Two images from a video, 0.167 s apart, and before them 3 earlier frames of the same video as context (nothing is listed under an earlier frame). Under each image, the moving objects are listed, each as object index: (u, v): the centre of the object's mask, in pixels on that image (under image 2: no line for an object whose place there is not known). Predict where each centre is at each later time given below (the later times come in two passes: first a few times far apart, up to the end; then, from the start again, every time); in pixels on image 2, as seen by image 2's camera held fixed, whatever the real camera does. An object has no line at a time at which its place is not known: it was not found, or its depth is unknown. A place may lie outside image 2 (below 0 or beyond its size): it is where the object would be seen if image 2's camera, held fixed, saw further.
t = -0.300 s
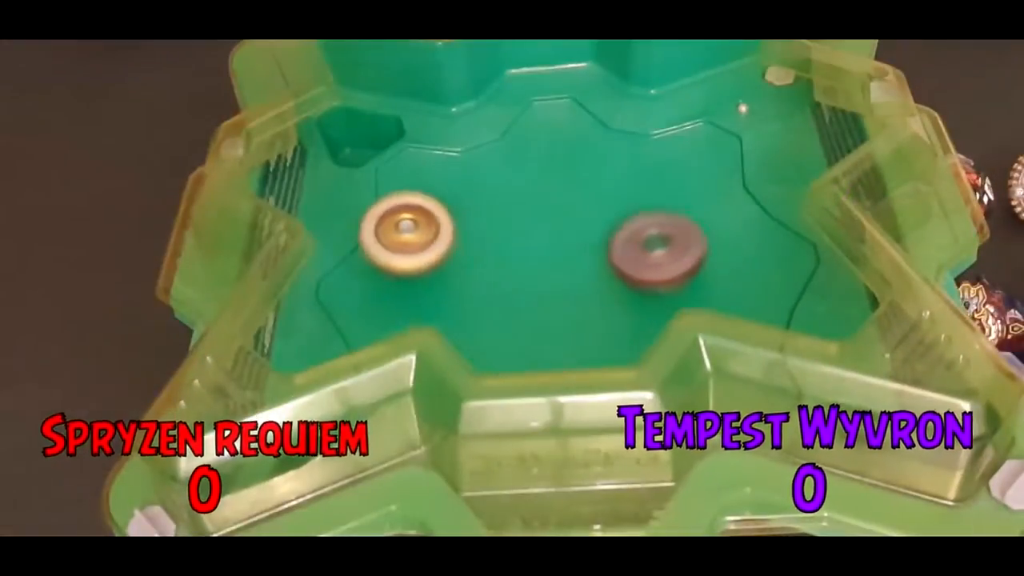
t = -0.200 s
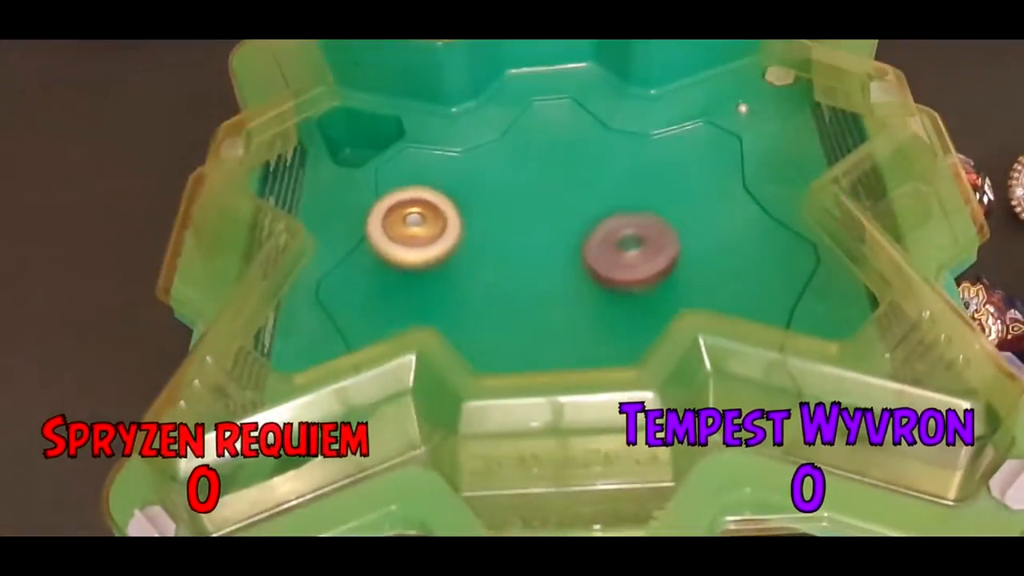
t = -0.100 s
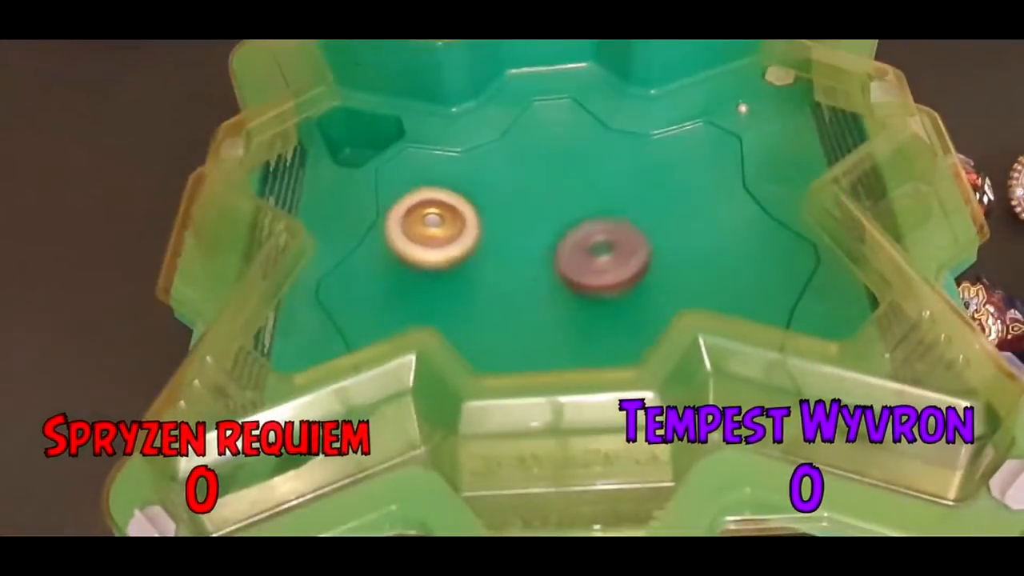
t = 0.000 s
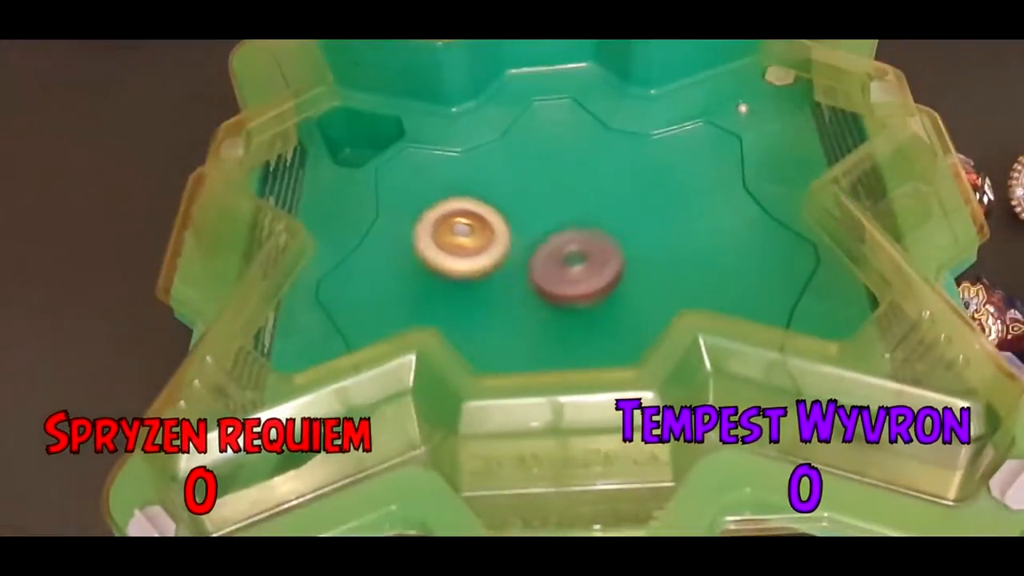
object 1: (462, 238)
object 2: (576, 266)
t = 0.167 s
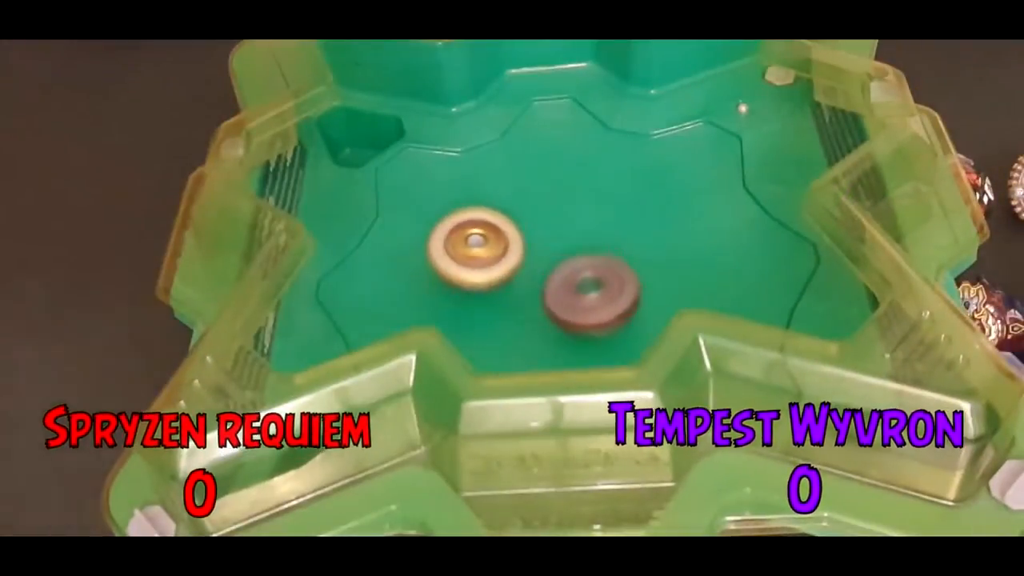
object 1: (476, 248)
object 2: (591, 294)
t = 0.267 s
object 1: (495, 255)
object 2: (590, 297)
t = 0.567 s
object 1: (528, 269)
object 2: (611, 321)
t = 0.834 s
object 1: (536, 269)
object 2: (619, 322)
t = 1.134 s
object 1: (527, 246)
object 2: (609, 307)
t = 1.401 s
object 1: (535, 228)
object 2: (576, 303)
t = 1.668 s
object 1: (556, 224)
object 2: (536, 304)
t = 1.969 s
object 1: (591, 259)
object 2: (500, 306)
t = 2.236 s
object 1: (594, 293)
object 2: (481, 299)
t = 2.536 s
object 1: (586, 310)
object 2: (490, 272)
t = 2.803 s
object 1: (578, 297)
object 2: (508, 243)
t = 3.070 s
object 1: (585, 289)
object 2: (529, 221)
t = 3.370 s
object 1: (588, 292)
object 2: (556, 213)
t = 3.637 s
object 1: (564, 301)
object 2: (583, 219)
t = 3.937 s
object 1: (528, 296)
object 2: (606, 243)
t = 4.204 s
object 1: (508, 279)
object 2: (618, 267)
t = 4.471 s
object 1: (514, 262)
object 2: (615, 301)
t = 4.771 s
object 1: (540, 252)
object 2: (583, 324)
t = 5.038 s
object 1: (570, 245)
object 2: (560, 328)
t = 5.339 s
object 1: (602, 249)
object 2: (534, 313)
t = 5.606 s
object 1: (613, 258)
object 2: (516, 293)
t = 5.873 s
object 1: (616, 266)
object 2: (509, 273)
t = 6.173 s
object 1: (612, 279)
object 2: (517, 250)
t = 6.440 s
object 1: (596, 292)
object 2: (530, 237)
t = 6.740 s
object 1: (573, 306)
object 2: (541, 236)
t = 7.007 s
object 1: (560, 319)
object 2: (549, 242)
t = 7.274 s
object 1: (552, 330)
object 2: (559, 253)
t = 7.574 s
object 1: (543, 334)
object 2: (563, 259)
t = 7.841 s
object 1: (540, 336)
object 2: (570, 239)
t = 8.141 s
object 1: (561, 316)
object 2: (584, 222)
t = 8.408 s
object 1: (573, 299)
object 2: (579, 222)
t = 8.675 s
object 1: (578, 305)
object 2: (564, 230)
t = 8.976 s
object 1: (584, 313)
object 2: (546, 244)
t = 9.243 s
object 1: (593, 315)
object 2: (527, 258)
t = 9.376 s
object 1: (595, 315)
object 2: (520, 262)
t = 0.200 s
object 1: (481, 250)
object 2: (592, 295)
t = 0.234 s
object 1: (487, 252)
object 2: (592, 296)
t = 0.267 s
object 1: (495, 255)
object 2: (590, 297)
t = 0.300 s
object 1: (501, 259)
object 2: (589, 299)
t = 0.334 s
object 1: (502, 259)
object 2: (595, 306)
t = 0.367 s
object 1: (504, 259)
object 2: (599, 310)
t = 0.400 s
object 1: (508, 260)
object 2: (602, 312)
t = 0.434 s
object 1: (513, 262)
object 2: (603, 314)
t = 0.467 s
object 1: (519, 266)
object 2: (603, 314)
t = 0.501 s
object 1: (522, 267)
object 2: (605, 318)
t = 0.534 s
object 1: (525, 268)
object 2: (609, 321)
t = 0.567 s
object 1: (528, 269)
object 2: (611, 321)
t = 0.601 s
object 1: (531, 271)
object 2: (611, 322)
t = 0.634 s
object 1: (531, 271)
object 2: (614, 324)
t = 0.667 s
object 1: (530, 268)
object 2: (618, 326)
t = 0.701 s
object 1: (531, 267)
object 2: (621, 326)
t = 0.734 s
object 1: (531, 267)
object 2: (622, 325)
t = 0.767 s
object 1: (533, 267)
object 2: (623, 325)
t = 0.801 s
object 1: (534, 268)
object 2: (621, 324)
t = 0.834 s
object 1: (536, 269)
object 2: (619, 322)
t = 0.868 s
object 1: (536, 270)
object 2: (618, 322)
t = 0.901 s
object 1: (531, 265)
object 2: (621, 323)
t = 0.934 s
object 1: (527, 261)
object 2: (624, 324)
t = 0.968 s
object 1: (525, 257)
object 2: (625, 323)
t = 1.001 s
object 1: (523, 253)
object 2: (626, 320)
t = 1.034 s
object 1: (523, 250)
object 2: (624, 317)
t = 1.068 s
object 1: (524, 248)
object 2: (621, 314)
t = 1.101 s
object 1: (525, 247)
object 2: (617, 310)
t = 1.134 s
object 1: (527, 246)
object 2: (609, 307)
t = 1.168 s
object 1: (530, 246)
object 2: (602, 304)
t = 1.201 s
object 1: (530, 244)
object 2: (597, 305)
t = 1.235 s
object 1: (528, 239)
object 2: (595, 308)
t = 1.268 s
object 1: (529, 235)
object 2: (593, 309)
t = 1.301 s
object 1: (530, 232)
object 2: (591, 308)
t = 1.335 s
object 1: (531, 230)
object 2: (587, 307)
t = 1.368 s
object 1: (533, 228)
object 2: (582, 305)
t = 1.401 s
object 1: (535, 228)
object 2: (576, 303)
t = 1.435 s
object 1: (537, 228)
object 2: (570, 302)
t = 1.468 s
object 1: (539, 226)
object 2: (565, 303)
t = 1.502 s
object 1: (541, 223)
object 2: (561, 304)
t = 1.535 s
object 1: (544, 222)
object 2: (556, 305)
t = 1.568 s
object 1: (547, 222)
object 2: (552, 305)
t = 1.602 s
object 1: (550, 222)
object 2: (548, 303)
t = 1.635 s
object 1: (553, 223)
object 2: (542, 303)
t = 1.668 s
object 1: (556, 224)
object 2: (536, 304)
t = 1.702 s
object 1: (560, 225)
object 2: (531, 305)
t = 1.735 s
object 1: (565, 227)
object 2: (527, 305)
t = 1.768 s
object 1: (568, 230)
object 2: (524, 305)
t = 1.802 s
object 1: (571, 233)
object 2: (520, 305)
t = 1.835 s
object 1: (574, 237)
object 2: (516, 305)
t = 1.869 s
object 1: (578, 240)
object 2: (513, 305)
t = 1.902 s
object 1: (585, 249)
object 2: (507, 306)
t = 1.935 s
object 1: (585, 249)
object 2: (507, 306)
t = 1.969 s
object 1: (591, 259)
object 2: (500, 306)
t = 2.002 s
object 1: (593, 263)
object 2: (496, 306)
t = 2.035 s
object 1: (594, 264)
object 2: (496, 306)
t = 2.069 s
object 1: (595, 273)
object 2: (492, 305)
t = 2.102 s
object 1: (594, 278)
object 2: (490, 304)
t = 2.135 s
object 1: (592, 283)
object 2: (489, 302)
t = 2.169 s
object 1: (591, 286)
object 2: (487, 301)
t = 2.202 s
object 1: (593, 290)
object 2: (483, 300)
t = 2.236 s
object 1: (594, 293)
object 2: (481, 299)
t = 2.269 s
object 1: (593, 297)
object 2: (481, 298)
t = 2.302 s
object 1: (592, 299)
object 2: (482, 297)
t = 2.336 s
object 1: (590, 302)
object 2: (484, 294)
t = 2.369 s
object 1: (587, 304)
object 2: (486, 291)
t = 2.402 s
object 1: (585, 305)
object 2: (488, 287)
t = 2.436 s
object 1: (586, 307)
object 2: (487, 283)
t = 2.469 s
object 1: (586, 308)
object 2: (487, 280)
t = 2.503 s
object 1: (586, 309)
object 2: (488, 276)
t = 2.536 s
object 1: (586, 310)
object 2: (490, 272)
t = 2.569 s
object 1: (584, 309)
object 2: (492, 269)
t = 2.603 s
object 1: (583, 308)
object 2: (494, 266)
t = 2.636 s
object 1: (581, 306)
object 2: (496, 262)
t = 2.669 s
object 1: (579, 304)
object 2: (499, 259)
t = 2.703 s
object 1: (577, 302)
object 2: (502, 256)
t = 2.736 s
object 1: (577, 300)
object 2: (504, 251)
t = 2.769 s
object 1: (578, 299)
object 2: (505, 247)
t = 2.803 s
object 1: (578, 297)
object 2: (508, 243)
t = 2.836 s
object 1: (577, 295)
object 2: (511, 240)
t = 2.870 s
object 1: (578, 293)
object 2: (515, 237)
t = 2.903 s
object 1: (580, 293)
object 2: (517, 232)
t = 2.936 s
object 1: (581, 293)
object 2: (519, 228)
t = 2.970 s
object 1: (583, 293)
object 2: (521, 226)
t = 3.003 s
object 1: (583, 292)
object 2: (523, 223)
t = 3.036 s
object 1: (584, 291)
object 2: (526, 222)
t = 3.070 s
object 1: (585, 289)
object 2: (529, 221)
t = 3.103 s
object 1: (585, 287)
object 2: (533, 219)
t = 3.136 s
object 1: (586, 285)
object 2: (536, 218)
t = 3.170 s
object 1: (586, 283)
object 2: (540, 217)
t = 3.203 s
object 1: (588, 282)
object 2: (544, 216)
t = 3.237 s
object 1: (590, 285)
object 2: (546, 213)
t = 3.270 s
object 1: (590, 287)
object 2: (548, 211)
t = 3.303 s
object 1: (590, 289)
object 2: (550, 210)
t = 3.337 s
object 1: (589, 291)
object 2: (552, 211)
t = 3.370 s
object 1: (588, 292)
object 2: (556, 213)
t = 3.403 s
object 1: (586, 293)
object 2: (559, 214)
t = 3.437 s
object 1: (584, 293)
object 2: (564, 215)
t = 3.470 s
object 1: (582, 294)
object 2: (568, 216)
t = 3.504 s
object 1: (579, 293)
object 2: (573, 217)
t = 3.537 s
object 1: (576, 295)
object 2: (577, 217)
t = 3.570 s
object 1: (572, 298)
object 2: (580, 217)
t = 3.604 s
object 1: (568, 300)
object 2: (581, 217)
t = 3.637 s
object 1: (564, 301)
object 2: (583, 219)
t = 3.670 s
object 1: (560, 301)
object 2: (585, 222)
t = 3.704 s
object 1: (557, 301)
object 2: (589, 224)
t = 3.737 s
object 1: (553, 300)
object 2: (592, 228)
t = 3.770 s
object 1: (550, 299)
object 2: (597, 231)
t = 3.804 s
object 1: (546, 299)
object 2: (600, 233)
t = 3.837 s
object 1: (541, 299)
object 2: (603, 234)
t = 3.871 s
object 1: (536, 299)
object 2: (605, 236)
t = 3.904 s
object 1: (532, 298)
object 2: (606, 239)
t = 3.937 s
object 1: (528, 296)
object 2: (606, 243)
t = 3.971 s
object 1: (525, 294)
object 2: (607, 247)
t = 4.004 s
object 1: (522, 291)
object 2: (609, 250)
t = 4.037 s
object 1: (516, 290)
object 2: (615, 253)
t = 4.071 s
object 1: (511, 288)
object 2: (618, 254)
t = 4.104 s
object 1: (510, 286)
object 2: (619, 256)
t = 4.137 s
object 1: (508, 284)
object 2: (619, 259)
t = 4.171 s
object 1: (508, 281)
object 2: (619, 263)
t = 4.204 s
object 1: (508, 279)
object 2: (618, 267)
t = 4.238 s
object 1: (509, 276)
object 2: (617, 271)
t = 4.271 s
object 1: (510, 274)
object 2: (616, 275)
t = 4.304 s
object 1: (511, 272)
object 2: (614, 280)
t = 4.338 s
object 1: (513, 270)
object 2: (613, 285)
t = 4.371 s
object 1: (515, 268)
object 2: (611, 290)
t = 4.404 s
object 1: (514, 266)
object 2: (614, 295)
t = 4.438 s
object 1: (513, 264)
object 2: (615, 299)
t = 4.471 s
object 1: (514, 262)
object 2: (615, 301)
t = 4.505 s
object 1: (515, 260)
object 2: (614, 303)
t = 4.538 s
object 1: (518, 258)
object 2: (611, 305)
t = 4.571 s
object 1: (520, 257)
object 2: (607, 307)
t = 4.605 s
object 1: (523, 256)
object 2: (603, 310)
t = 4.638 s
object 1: (525, 255)
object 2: (599, 313)
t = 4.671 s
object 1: (529, 254)
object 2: (595, 316)
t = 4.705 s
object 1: (532, 253)
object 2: (590, 319)
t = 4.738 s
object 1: (536, 253)
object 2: (587, 322)
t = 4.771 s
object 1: (540, 252)
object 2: (583, 324)
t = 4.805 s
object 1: (543, 251)
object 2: (580, 327)
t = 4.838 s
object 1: (546, 250)
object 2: (578, 328)
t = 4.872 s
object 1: (550, 249)
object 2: (576, 328)
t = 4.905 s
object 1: (554, 248)
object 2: (572, 328)
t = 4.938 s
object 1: (559, 247)
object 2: (569, 328)
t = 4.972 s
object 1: (563, 246)
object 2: (566, 328)
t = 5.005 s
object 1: (567, 246)
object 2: (563, 328)
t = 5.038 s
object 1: (570, 245)
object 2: (560, 328)
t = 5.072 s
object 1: (574, 245)
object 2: (557, 327)
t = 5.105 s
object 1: (578, 245)
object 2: (553, 325)
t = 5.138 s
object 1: (582, 245)
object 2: (550, 325)
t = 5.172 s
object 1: (586, 245)
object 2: (547, 324)
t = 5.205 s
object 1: (589, 246)
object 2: (545, 322)
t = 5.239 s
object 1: (593, 246)
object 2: (542, 320)
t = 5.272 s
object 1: (595, 247)
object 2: (540, 317)
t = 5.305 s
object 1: (599, 248)
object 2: (537, 315)
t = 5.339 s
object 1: (602, 249)
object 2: (534, 313)
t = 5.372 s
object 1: (604, 250)
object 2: (532, 311)
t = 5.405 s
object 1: (606, 251)
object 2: (529, 308)
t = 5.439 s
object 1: (608, 252)
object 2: (527, 306)
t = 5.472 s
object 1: (609, 253)
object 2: (525, 304)
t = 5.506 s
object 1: (610, 254)
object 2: (522, 301)
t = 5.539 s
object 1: (611, 256)
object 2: (521, 298)
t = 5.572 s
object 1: (611, 257)
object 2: (519, 296)
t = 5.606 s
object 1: (613, 258)
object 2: (516, 293)
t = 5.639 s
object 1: (613, 258)
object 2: (515, 290)
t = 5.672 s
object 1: (613, 260)
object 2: (514, 287)
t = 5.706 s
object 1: (613, 261)
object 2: (513, 284)
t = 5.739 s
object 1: (611, 263)
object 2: (513, 280)
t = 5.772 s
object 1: (613, 263)
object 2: (510, 279)
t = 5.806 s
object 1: (614, 264)
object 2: (508, 277)
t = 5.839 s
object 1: (616, 265)
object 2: (507, 276)
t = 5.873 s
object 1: (616, 266)
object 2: (509, 273)
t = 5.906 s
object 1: (615, 267)
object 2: (511, 270)
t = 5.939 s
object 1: (614, 268)
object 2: (512, 267)
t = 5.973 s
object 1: (613, 269)
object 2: (513, 264)
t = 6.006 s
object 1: (614, 270)
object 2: (512, 262)
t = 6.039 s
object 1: (614, 271)
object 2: (513, 260)
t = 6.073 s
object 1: (613, 273)
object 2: (515, 258)
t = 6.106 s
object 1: (612, 274)
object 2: (517, 255)
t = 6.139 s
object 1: (612, 276)
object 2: (517, 252)
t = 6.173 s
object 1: (612, 279)
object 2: (517, 250)
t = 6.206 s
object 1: (610, 281)
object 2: (518, 248)
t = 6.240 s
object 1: (608, 282)
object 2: (520, 246)
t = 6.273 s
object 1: (605, 284)
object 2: (523, 245)
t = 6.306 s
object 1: (604, 285)
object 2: (525, 242)
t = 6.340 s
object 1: (603, 287)
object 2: (526, 240)
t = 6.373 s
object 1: (601, 289)
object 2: (526, 239)
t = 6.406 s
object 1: (599, 291)
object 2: (528, 238)
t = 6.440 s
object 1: (596, 292)
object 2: (530, 237)
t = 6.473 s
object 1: (594, 293)
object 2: (532, 236)
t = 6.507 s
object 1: (594, 297)
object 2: (532, 235)
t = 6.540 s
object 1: (592, 300)
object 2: (532, 233)
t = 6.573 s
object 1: (589, 302)
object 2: (533, 233)
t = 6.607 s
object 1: (587, 304)
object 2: (534, 234)
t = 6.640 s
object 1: (583, 306)
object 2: (536, 234)
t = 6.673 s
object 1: (579, 306)
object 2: (538, 235)
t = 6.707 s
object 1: (576, 306)
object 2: (540, 236)
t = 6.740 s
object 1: (573, 306)
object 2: (541, 236)
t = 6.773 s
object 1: (571, 309)
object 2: (541, 236)
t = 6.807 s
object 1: (569, 311)
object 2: (542, 236)
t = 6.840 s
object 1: (567, 312)
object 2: (543, 237)
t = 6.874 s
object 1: (565, 313)
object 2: (545, 238)
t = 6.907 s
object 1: (563, 313)
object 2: (546, 239)
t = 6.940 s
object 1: (563, 315)
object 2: (547, 240)
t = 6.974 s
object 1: (561, 316)
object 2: (548, 242)
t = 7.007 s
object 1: (560, 319)
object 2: (549, 242)
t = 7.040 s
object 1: (559, 321)
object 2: (549, 244)
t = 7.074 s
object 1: (557, 322)
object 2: (551, 245)
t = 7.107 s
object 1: (556, 323)
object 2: (553, 247)
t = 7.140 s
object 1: (556, 324)
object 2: (555, 248)
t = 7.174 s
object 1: (554, 326)
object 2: (556, 250)
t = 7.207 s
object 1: (554, 327)
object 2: (557, 251)
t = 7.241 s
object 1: (553, 328)
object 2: (558, 253)
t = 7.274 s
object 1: (552, 330)
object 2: (559, 253)
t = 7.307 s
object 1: (550, 332)
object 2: (559, 254)
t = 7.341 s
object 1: (549, 334)
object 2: (560, 255)
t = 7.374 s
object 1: (548, 333)
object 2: (560, 256)
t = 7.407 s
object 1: (548, 333)
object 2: (561, 258)
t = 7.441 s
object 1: (548, 333)
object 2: (562, 258)
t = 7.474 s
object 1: (547, 334)
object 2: (563, 258)
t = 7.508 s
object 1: (545, 335)
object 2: (563, 258)
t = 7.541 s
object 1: (543, 335)
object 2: (563, 258)
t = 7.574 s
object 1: (543, 334)
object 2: (563, 259)
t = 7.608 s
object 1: (543, 333)
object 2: (565, 260)
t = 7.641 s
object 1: (542, 336)
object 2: (567, 254)
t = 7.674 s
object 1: (540, 338)
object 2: (569, 247)
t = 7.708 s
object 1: (538, 339)
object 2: (569, 243)
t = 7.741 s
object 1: (537, 339)
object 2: (568, 241)
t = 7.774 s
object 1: (538, 338)
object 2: (568, 240)
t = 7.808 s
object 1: (538, 337)
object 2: (569, 239)
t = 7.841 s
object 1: (540, 336)
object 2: (570, 239)
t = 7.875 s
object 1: (542, 334)
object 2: (571, 238)
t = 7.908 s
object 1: (544, 331)
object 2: (573, 238)
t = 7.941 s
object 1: (547, 328)
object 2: (575, 238)
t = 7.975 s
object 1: (550, 324)
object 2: (577, 238)
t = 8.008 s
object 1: (554, 319)
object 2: (579, 238)
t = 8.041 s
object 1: (558, 314)
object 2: (580, 237)
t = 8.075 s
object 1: (561, 311)
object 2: (582, 236)
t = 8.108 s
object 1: (561, 314)
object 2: (584, 228)
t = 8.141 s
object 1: (561, 316)
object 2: (584, 222)
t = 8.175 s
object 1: (561, 316)
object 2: (583, 220)
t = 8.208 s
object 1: (561, 314)
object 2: (582, 220)
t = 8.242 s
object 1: (561, 312)
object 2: (581, 220)
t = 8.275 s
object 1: (563, 309)
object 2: (581, 221)
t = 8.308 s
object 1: (565, 306)
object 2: (581, 222)
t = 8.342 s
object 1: (568, 303)
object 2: (581, 223)
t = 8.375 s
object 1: (571, 299)
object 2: (580, 222)
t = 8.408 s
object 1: (573, 299)
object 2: (579, 222)
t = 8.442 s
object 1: (574, 299)
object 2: (577, 222)
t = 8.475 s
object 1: (575, 299)
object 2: (576, 223)
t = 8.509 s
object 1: (575, 300)
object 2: (574, 224)
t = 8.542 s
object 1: (575, 301)
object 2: (572, 225)
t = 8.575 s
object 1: (576, 302)
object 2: (571, 226)
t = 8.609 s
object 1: (577, 302)
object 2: (569, 227)
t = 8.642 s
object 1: (578, 304)
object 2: (566, 228)
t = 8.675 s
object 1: (578, 305)
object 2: (564, 230)
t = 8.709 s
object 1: (579, 306)
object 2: (562, 232)
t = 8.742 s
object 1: (580, 308)
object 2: (561, 232)
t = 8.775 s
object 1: (580, 311)
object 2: (558, 234)
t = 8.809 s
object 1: (580, 312)
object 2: (556, 235)
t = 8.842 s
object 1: (580, 313)
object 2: (554, 237)
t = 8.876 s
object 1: (580, 312)
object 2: (552, 239)
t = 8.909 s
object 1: (581, 312)
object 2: (550, 240)
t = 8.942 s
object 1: (583, 313)
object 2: (548, 241)
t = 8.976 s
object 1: (584, 313)
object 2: (546, 244)
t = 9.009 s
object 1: (585, 313)
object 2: (543, 246)
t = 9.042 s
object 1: (587, 314)
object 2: (540, 248)
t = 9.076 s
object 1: (588, 314)
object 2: (538, 250)
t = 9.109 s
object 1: (590, 315)
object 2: (536, 252)
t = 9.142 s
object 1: (590, 316)
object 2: (533, 253)
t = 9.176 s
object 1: (591, 316)
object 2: (531, 255)
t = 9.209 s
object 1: (591, 315)
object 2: (529, 257)
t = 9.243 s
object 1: (593, 315)
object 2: (527, 258)
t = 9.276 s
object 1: (595, 316)
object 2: (524, 258)
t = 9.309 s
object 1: (595, 317)
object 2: (522, 260)
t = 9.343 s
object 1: (595, 316)
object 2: (520, 261)
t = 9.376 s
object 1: (595, 315)
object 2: (520, 262)
